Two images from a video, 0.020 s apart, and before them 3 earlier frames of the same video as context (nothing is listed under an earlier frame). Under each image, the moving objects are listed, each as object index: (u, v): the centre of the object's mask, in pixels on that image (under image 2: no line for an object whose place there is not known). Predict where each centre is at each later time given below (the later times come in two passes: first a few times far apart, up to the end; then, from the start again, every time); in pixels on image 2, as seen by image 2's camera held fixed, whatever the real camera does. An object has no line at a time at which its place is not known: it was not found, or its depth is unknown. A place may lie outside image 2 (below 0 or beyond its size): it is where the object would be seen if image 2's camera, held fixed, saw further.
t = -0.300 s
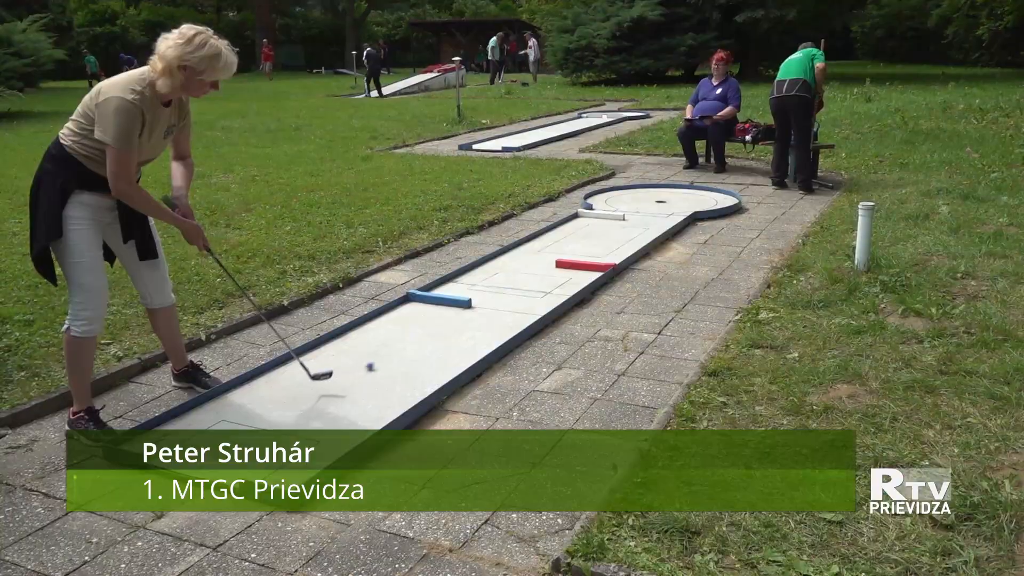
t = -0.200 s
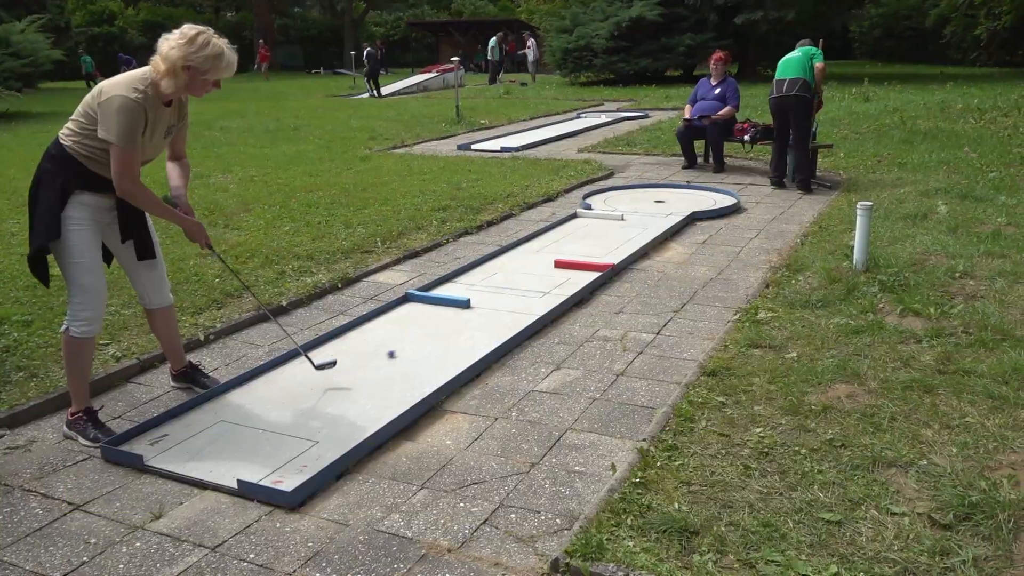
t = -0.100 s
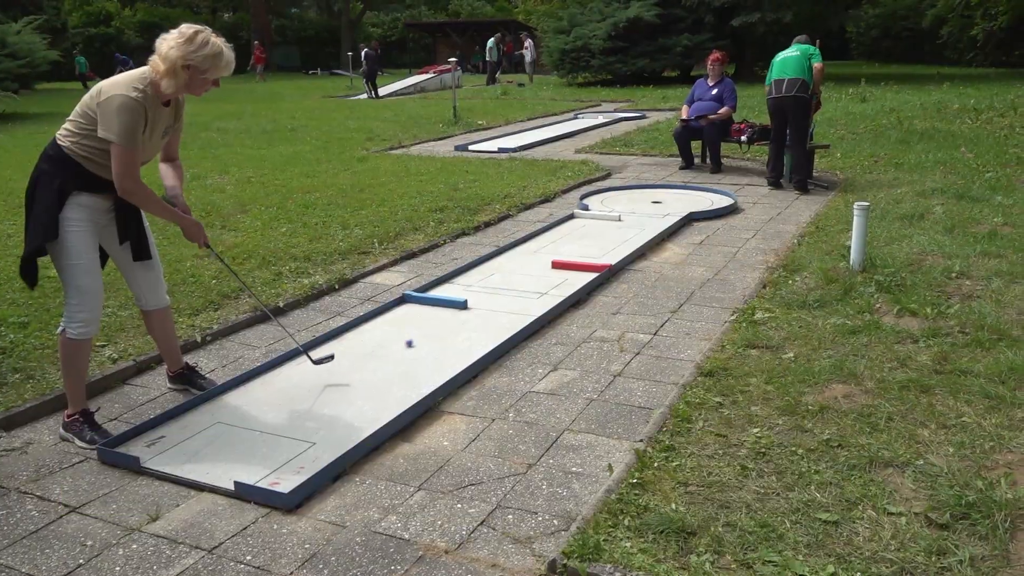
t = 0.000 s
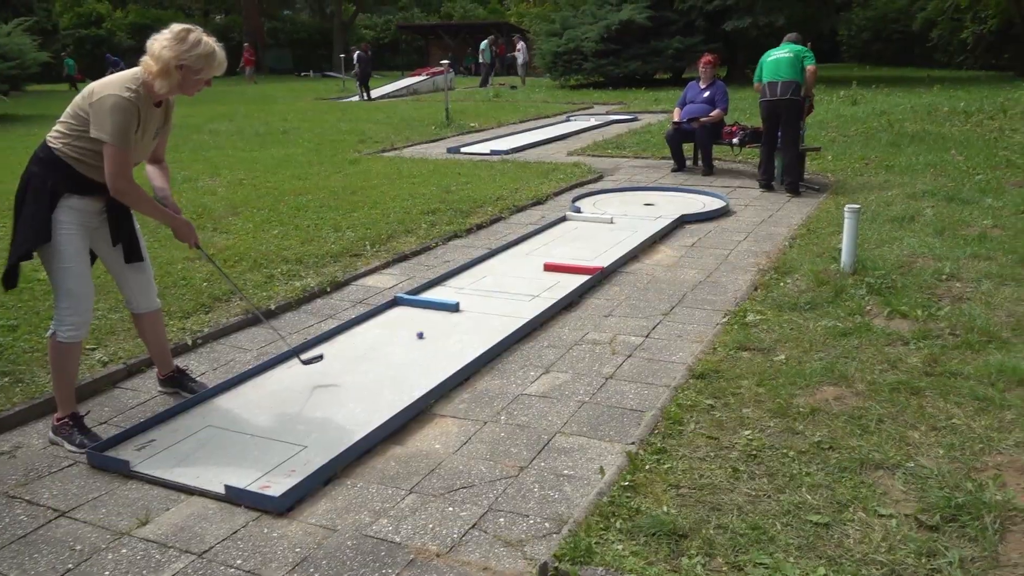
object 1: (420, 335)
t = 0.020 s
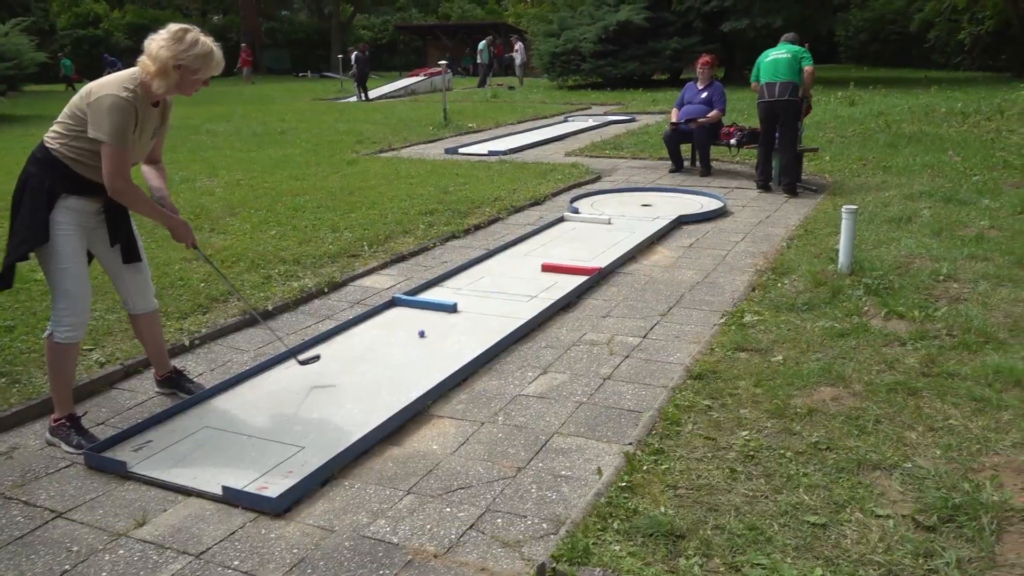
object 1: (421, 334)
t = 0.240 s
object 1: (458, 312)
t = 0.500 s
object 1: (494, 292)
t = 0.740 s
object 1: (520, 278)
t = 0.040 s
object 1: (425, 332)
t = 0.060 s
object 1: (428, 329)
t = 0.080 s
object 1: (432, 327)
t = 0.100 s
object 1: (435, 325)
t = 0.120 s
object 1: (439, 323)
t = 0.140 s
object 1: (442, 321)
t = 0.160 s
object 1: (445, 320)
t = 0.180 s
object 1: (449, 318)
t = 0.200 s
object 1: (452, 315)
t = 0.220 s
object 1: (455, 314)
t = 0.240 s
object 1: (458, 312)
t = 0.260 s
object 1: (461, 310)
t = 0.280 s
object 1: (464, 309)
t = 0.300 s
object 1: (467, 307)
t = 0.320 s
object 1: (470, 305)
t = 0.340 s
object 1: (473, 304)
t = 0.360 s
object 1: (475, 302)
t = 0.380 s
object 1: (478, 301)
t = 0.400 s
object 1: (481, 299)
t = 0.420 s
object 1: (483, 298)
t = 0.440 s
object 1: (486, 296)
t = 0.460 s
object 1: (488, 294)
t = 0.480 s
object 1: (491, 293)
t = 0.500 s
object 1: (494, 292)
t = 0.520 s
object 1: (496, 290)
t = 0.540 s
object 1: (498, 289)
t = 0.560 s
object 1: (501, 288)
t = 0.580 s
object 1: (503, 287)
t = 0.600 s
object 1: (505, 286)
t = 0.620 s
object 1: (507, 285)
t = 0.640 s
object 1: (510, 284)
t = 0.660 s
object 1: (512, 282)
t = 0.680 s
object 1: (514, 281)
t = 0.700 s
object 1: (516, 281)
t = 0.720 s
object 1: (518, 279)
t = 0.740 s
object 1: (520, 278)
